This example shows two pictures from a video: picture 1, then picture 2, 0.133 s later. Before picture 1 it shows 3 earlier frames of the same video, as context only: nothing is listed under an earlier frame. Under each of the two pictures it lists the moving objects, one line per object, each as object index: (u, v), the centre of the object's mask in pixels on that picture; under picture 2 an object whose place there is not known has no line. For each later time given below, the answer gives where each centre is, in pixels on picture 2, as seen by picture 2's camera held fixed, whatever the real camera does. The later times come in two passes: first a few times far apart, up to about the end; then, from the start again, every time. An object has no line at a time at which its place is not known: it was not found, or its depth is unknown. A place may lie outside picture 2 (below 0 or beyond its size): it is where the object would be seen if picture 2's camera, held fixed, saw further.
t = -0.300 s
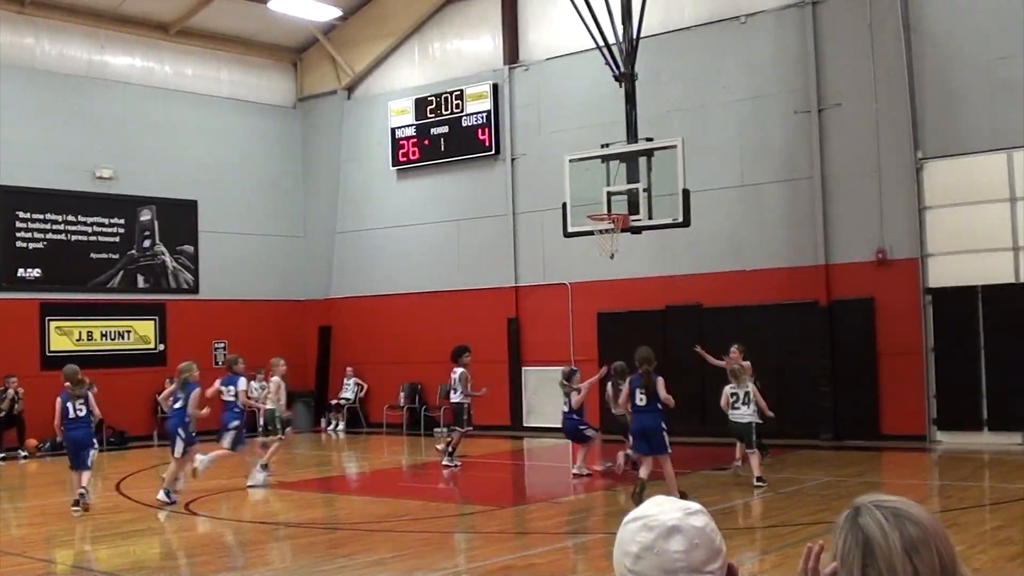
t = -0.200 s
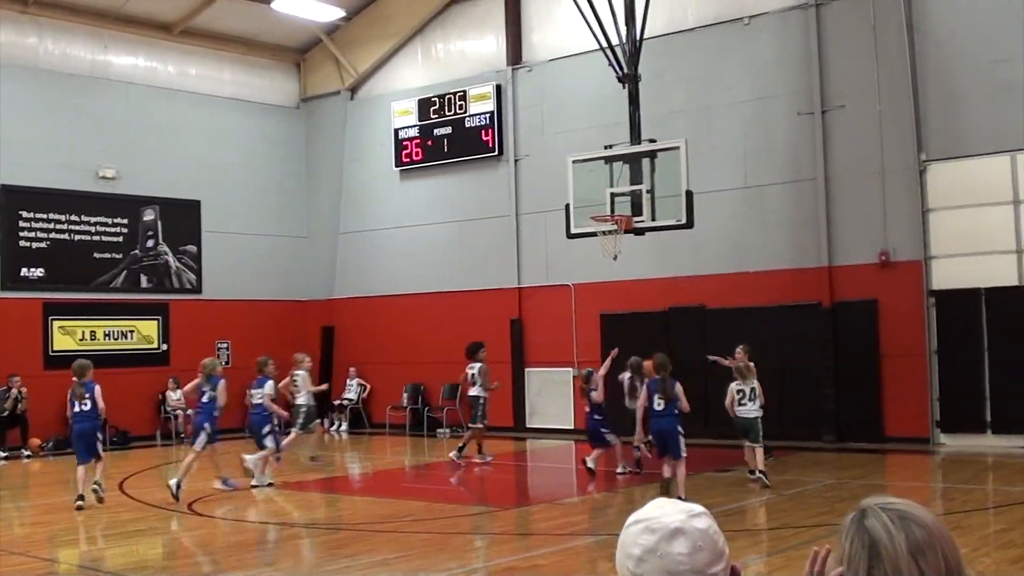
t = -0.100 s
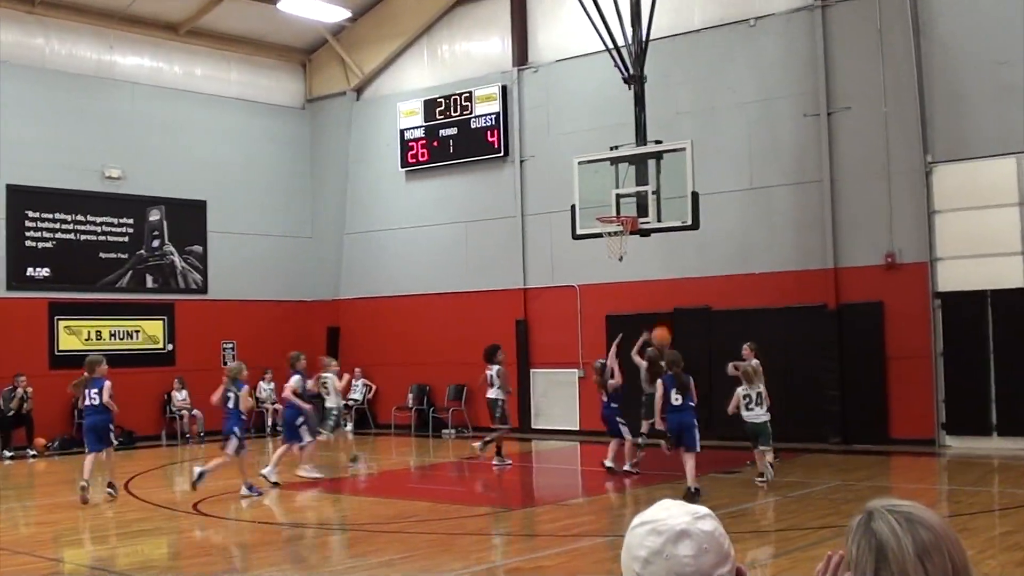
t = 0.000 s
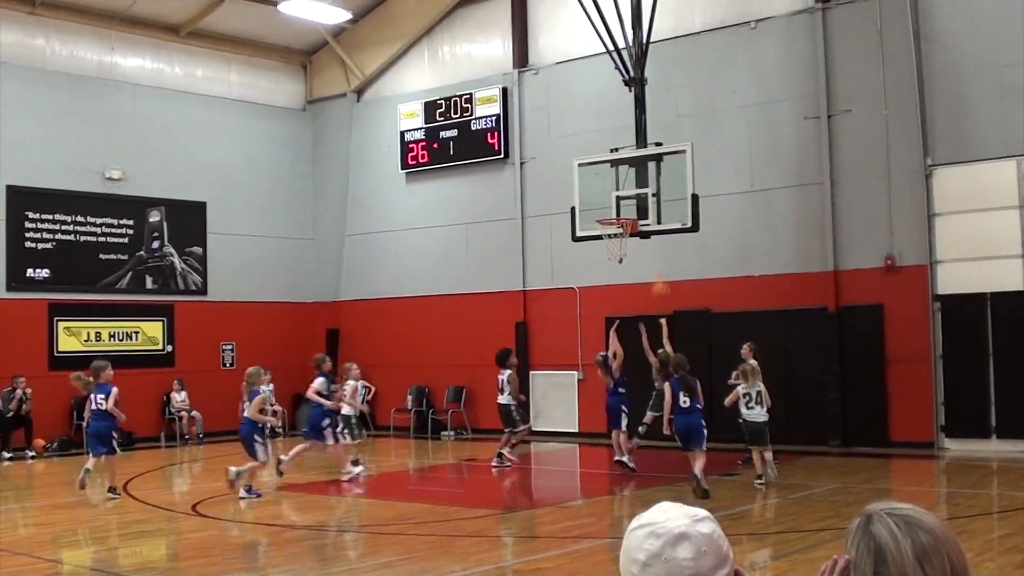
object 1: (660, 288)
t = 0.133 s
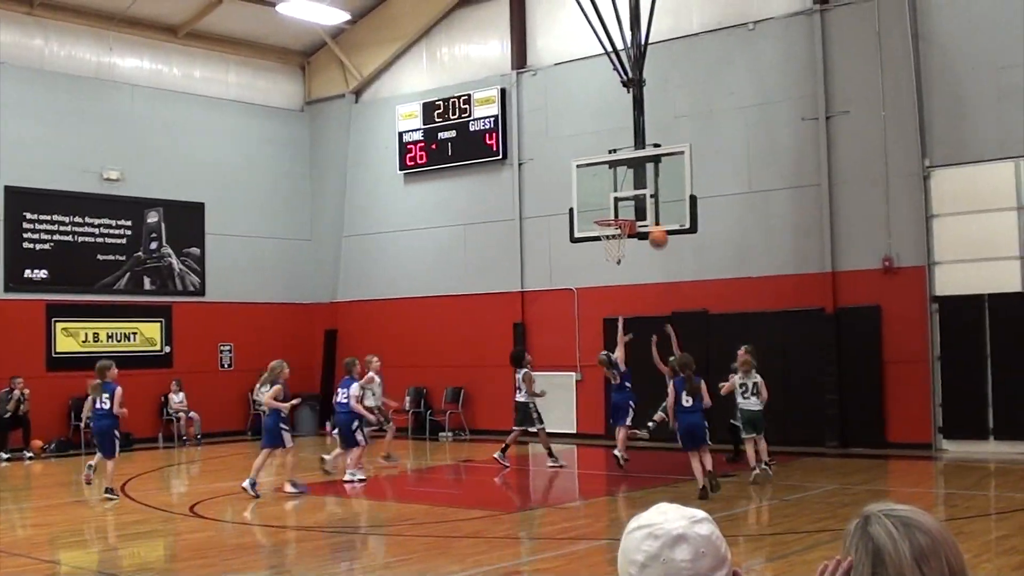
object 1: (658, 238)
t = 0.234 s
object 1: (657, 208)
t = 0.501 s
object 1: (657, 173)
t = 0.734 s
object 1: (631, 193)
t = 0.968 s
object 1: (605, 255)
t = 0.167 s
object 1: (658, 227)
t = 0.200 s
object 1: (658, 217)
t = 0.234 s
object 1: (657, 208)
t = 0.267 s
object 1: (658, 201)
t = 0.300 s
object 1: (657, 194)
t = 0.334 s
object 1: (658, 188)
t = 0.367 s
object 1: (658, 184)
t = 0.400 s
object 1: (657, 180)
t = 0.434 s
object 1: (657, 177)
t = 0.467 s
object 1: (657, 175)
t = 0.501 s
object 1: (657, 173)
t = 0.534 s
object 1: (653, 174)
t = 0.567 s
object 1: (649, 175)
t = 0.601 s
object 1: (645, 177)
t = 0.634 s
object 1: (641, 179)
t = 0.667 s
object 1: (638, 183)
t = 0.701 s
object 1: (634, 187)
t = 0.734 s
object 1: (631, 193)
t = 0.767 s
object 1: (626, 199)
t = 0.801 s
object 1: (623, 206)
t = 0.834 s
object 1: (619, 213)
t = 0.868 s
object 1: (616, 222)
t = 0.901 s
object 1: (612, 231)
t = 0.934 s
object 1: (608, 243)
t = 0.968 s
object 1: (605, 255)
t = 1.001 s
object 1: (601, 267)
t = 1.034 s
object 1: (597, 279)
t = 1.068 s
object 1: (593, 294)
